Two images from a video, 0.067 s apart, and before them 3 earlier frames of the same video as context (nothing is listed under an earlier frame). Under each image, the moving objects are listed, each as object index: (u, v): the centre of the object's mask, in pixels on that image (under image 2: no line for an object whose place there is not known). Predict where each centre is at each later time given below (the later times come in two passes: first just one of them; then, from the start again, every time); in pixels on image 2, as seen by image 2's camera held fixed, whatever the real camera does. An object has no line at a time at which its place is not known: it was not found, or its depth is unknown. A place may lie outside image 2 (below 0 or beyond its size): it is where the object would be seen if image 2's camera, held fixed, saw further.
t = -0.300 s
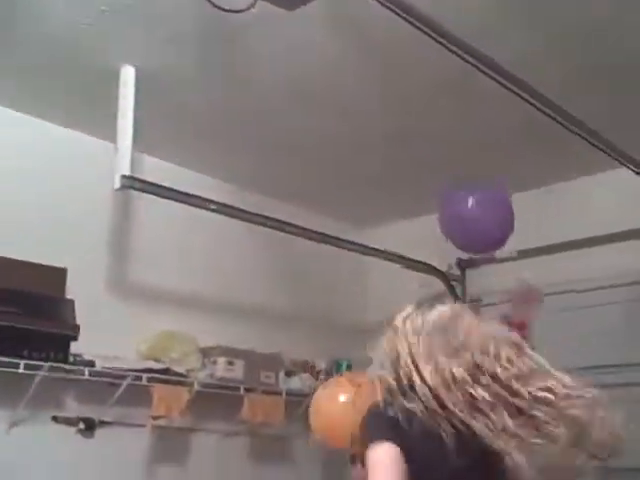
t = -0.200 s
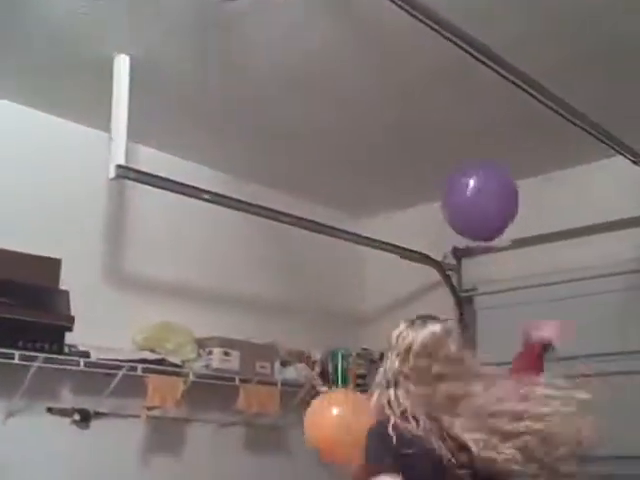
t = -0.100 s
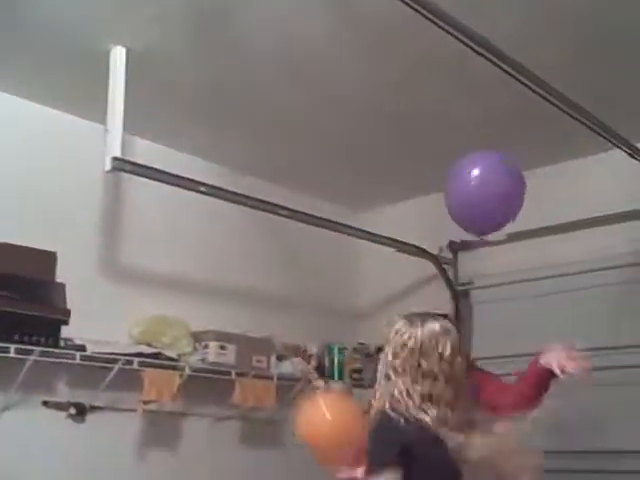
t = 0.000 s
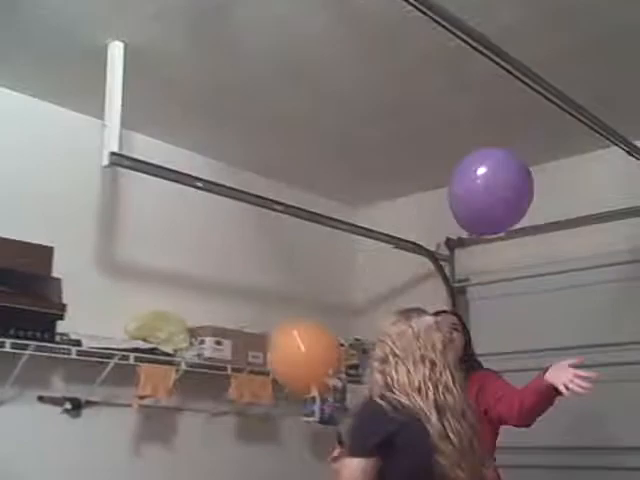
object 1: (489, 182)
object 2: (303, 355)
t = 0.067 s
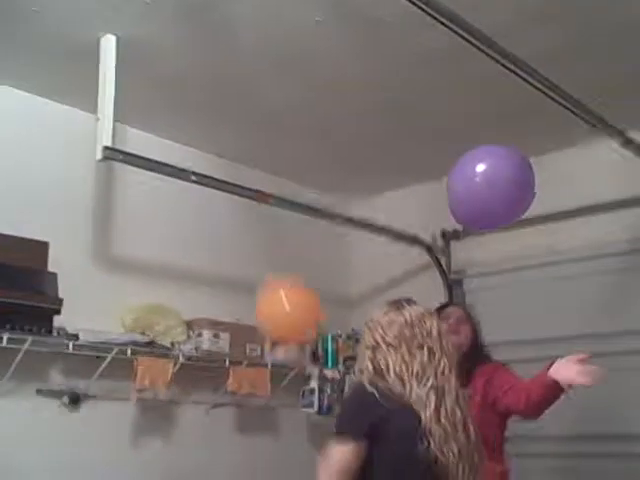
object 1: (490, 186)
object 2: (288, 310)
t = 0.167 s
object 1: (497, 193)
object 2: (273, 264)
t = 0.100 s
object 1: (494, 189)
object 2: (282, 292)
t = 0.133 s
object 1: (496, 191)
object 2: (279, 277)
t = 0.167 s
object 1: (497, 193)
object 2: (273, 264)
